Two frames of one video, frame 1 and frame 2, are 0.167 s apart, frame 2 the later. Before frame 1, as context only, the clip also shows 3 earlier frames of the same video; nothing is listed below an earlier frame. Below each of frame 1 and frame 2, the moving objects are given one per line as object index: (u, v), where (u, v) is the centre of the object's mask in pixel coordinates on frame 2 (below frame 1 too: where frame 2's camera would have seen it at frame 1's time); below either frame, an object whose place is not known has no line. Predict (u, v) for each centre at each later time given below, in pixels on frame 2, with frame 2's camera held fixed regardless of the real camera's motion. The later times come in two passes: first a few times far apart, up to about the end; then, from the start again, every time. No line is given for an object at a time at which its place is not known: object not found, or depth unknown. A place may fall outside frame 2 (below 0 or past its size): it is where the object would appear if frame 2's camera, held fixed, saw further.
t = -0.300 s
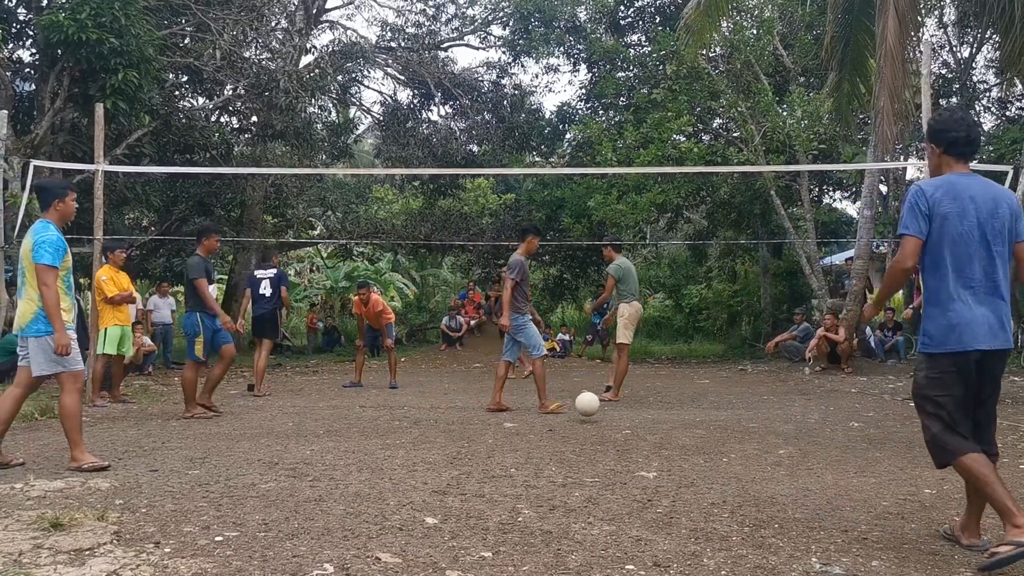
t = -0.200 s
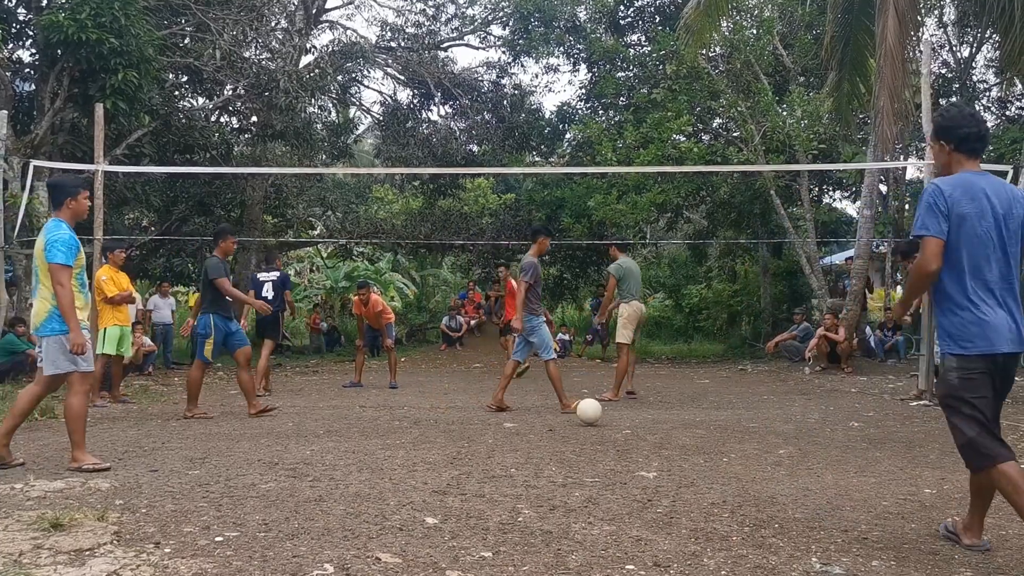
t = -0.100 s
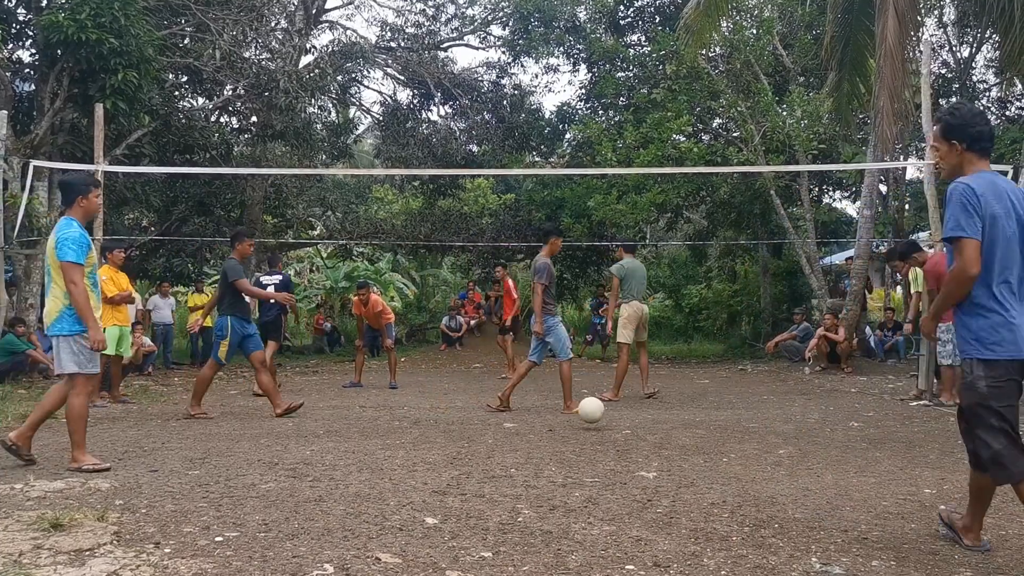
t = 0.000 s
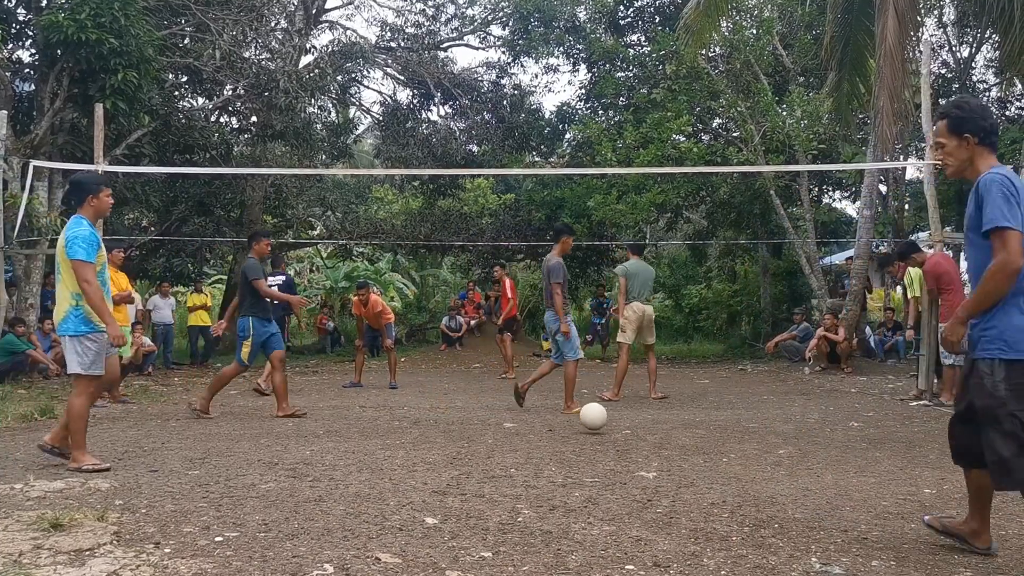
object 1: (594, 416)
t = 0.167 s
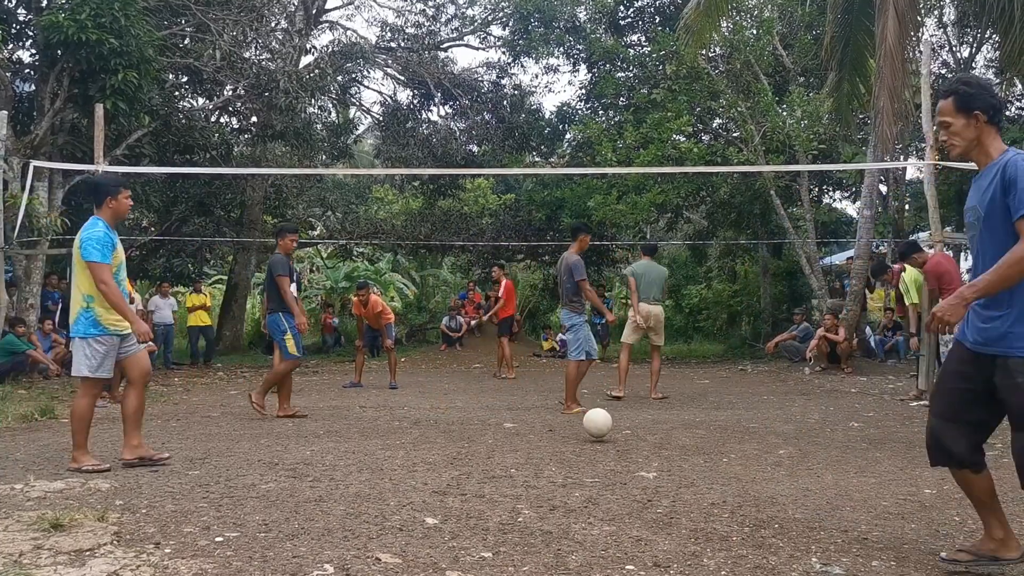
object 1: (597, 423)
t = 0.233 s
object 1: (599, 429)
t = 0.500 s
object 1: (606, 433)
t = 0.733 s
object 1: (612, 446)
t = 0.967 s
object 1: (620, 466)
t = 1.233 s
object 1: (637, 493)
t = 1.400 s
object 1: (654, 514)
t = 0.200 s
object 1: (598, 427)
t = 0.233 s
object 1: (599, 429)
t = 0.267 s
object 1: (600, 429)
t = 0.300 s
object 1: (600, 430)
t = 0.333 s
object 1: (601, 433)
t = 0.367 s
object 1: (602, 436)
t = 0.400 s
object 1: (603, 433)
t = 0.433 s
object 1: (604, 432)
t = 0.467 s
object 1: (605, 432)
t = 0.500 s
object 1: (606, 433)
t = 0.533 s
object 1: (607, 436)
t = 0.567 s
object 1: (608, 441)
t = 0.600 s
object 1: (609, 448)
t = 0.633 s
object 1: (610, 446)
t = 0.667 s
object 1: (611, 445)
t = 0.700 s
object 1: (611, 444)
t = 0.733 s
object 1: (612, 446)
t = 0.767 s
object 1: (613, 449)
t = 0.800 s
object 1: (614, 455)
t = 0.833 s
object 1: (615, 462)
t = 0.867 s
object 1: (616, 461)
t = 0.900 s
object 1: (617, 461)
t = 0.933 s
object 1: (619, 463)
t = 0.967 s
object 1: (620, 466)
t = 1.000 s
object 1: (622, 473)
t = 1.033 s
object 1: (624, 475)
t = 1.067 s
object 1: (625, 473)
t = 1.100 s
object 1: (628, 475)
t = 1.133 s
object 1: (630, 480)
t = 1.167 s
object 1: (632, 487)
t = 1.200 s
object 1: (635, 492)
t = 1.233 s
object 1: (637, 493)
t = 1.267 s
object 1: (640, 496)
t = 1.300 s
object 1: (643, 501)
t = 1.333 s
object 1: (646, 505)
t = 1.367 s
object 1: (650, 508)
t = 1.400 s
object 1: (654, 514)
